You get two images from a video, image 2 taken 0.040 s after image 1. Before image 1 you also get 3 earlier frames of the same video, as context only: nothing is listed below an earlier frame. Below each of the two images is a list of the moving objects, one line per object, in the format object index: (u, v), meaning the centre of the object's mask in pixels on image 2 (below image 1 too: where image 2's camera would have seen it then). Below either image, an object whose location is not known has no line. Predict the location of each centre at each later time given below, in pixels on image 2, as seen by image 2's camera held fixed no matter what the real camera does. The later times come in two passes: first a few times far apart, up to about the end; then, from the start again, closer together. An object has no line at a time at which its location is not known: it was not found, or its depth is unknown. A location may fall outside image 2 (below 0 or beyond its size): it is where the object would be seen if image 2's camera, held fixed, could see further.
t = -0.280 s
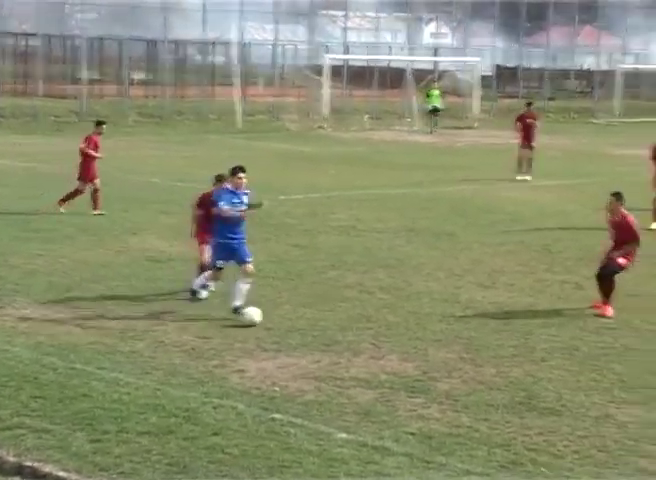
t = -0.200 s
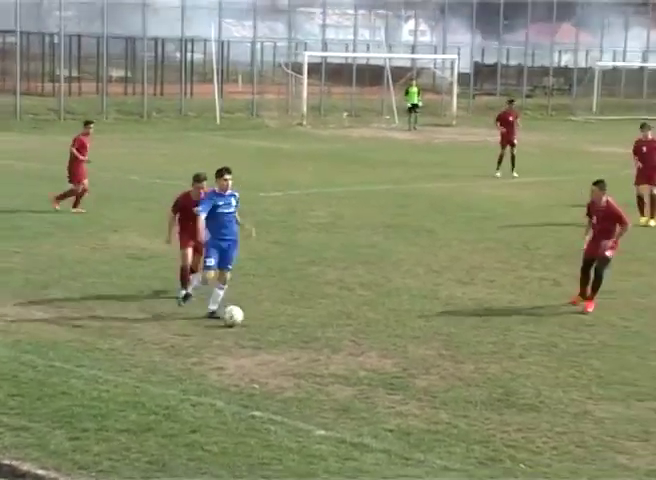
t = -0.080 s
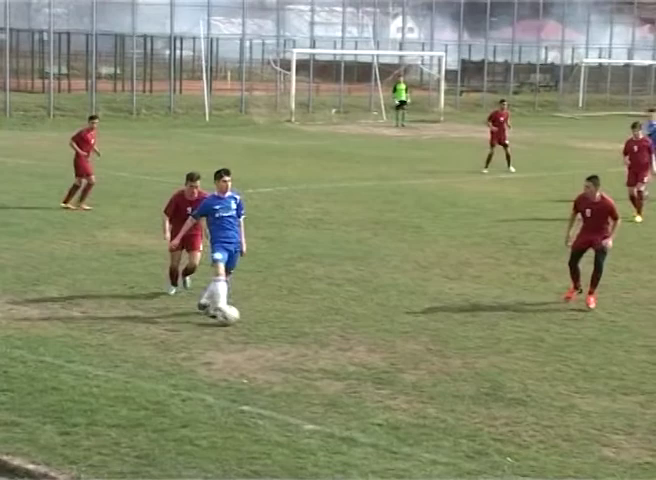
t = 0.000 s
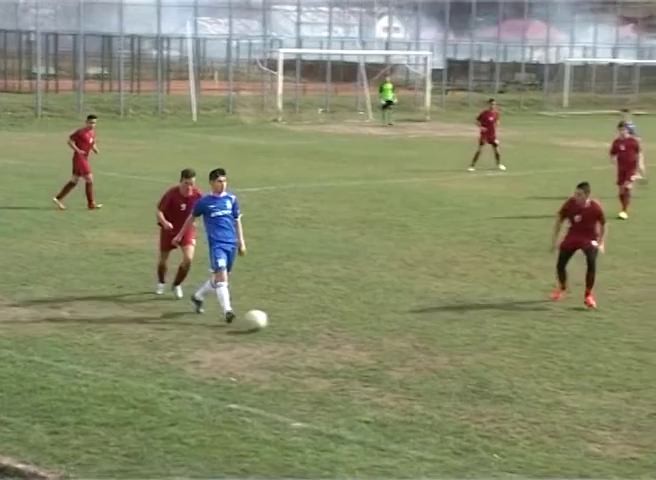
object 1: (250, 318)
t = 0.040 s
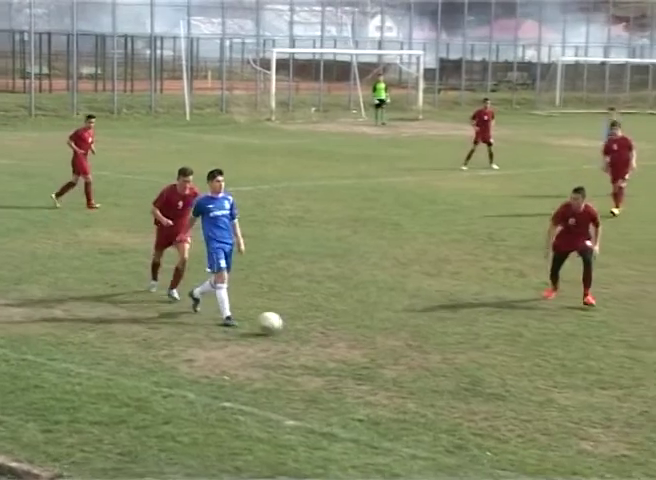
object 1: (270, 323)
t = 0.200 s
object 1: (351, 339)
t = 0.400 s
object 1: (437, 356)
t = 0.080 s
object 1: (291, 327)
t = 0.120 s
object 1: (312, 331)
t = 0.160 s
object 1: (332, 335)
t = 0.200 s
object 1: (351, 339)
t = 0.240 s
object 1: (370, 343)
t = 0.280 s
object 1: (386, 344)
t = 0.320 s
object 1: (402, 346)
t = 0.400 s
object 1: (437, 356)
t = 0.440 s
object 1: (452, 357)
